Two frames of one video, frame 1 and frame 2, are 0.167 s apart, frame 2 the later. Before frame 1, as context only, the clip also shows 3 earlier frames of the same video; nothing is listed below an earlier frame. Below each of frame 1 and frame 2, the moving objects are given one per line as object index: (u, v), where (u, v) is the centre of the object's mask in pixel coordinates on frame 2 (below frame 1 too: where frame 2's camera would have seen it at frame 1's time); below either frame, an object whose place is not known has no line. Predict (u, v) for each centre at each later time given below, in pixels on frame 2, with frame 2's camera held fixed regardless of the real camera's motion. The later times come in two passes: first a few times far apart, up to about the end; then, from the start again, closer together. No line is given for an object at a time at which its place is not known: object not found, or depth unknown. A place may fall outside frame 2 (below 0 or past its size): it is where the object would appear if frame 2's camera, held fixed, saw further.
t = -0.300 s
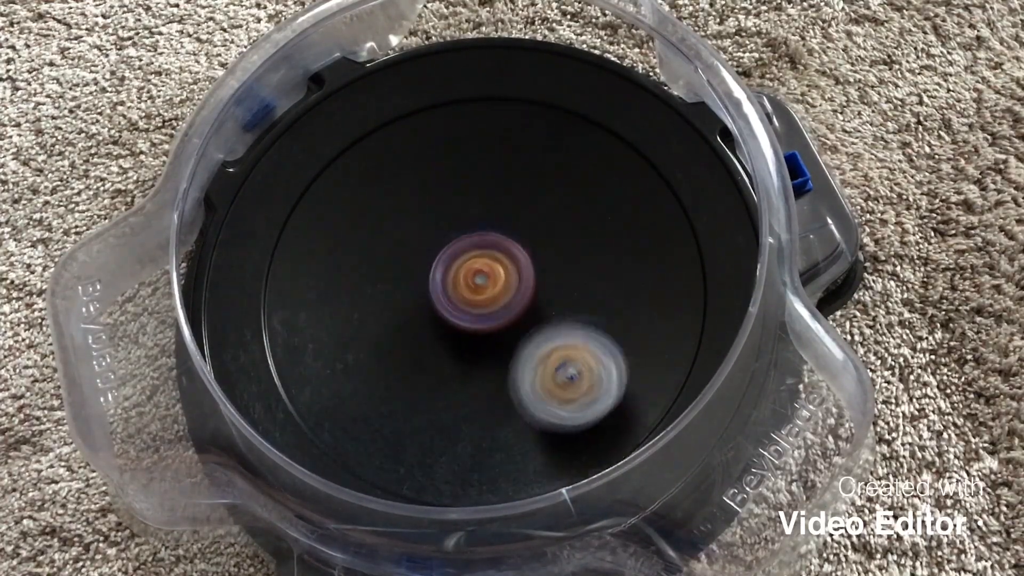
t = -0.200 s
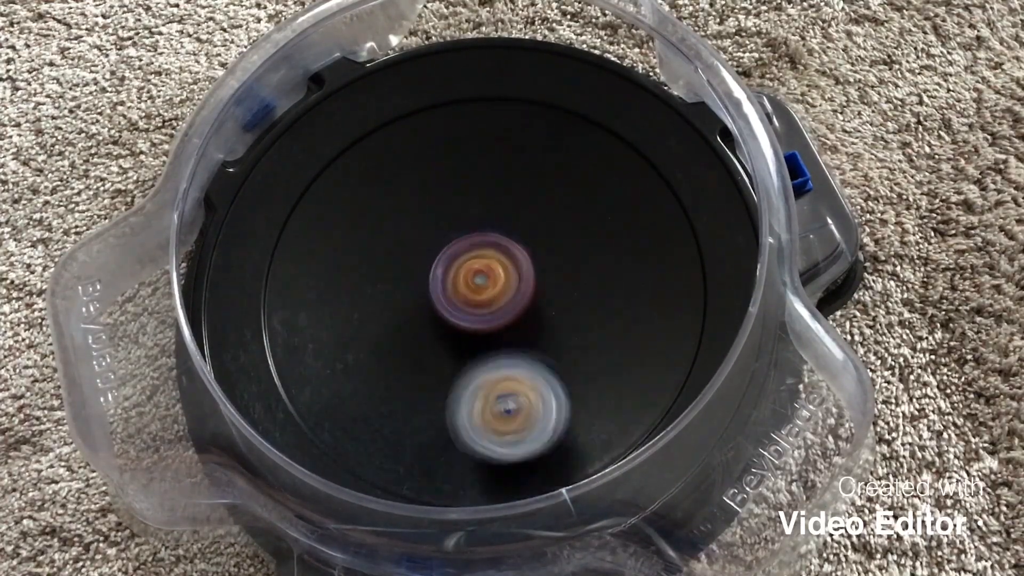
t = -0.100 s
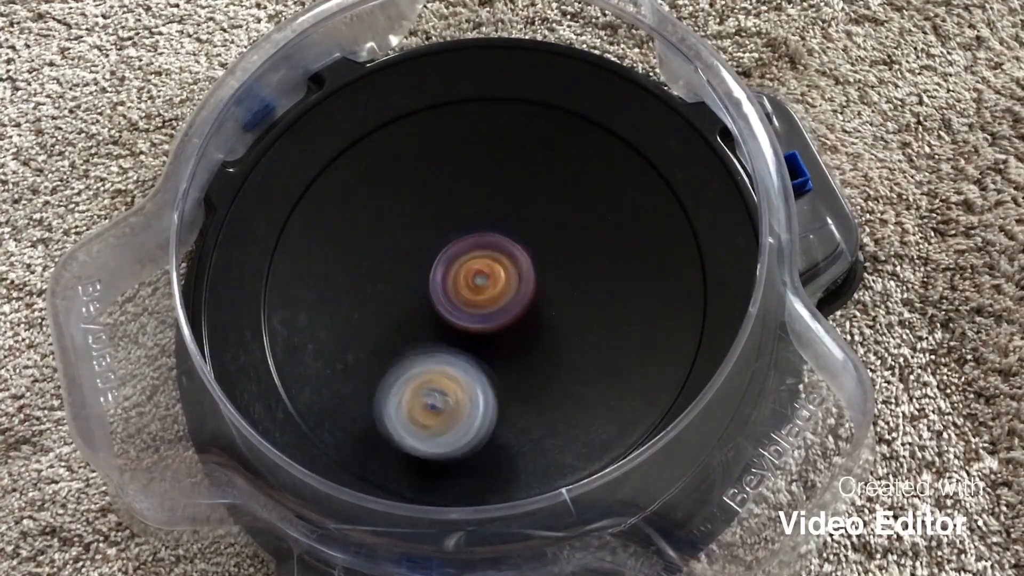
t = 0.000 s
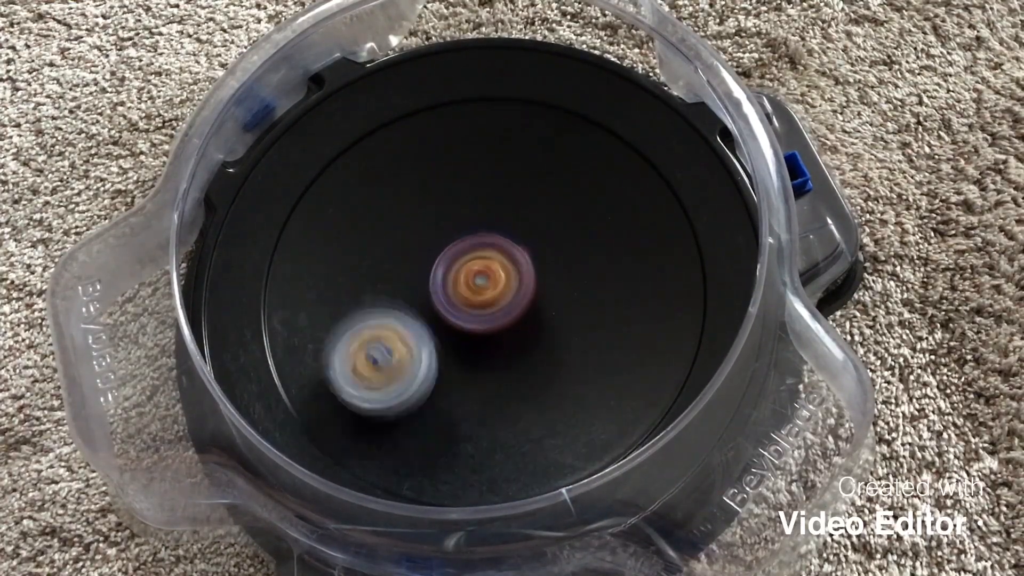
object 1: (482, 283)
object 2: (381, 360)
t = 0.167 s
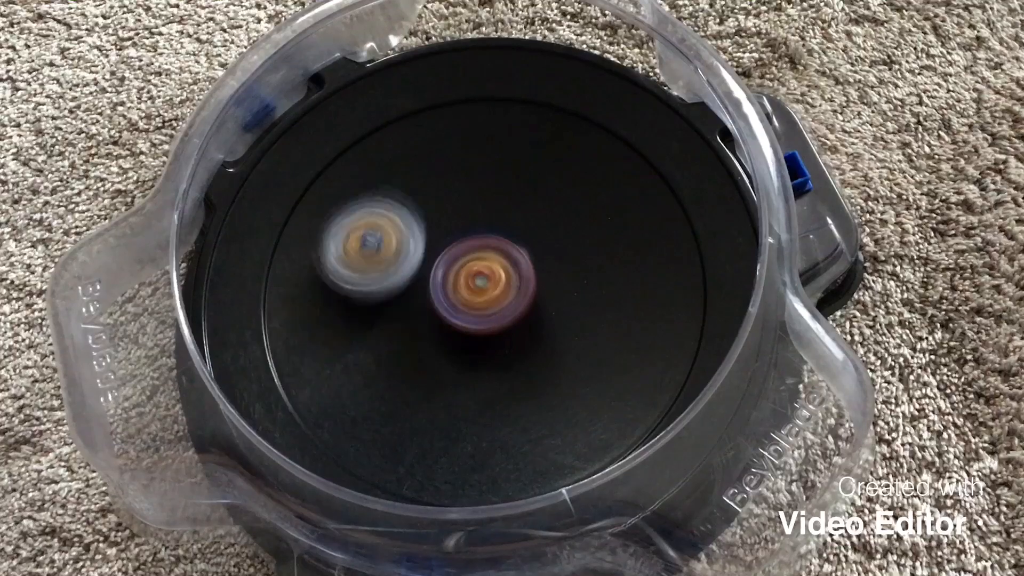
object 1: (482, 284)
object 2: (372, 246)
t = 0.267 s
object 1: (482, 284)
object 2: (413, 192)
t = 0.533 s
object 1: (481, 285)
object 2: (568, 186)
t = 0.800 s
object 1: (479, 286)
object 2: (579, 338)
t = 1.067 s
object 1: (480, 279)
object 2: (402, 380)
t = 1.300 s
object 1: (480, 278)
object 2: (346, 265)
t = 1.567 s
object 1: (488, 307)
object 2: (476, 145)
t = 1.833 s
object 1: (490, 327)
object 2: (599, 168)
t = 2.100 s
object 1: (429, 325)
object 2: (584, 318)
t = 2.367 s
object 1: (326, 358)
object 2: (452, 364)
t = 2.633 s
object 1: (318, 321)
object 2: (493, 302)
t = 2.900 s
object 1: (444, 236)
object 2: (562, 272)
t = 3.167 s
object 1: (477, 135)
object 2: (531, 292)
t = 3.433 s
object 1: (457, 133)
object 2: (460, 281)
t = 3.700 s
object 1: (441, 134)
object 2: (418, 332)
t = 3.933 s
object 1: (488, 210)
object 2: (411, 334)
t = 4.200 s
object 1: (590, 267)
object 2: (382, 401)
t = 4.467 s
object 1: (586, 334)
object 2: (451, 362)
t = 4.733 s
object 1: (672, 303)
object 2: (341, 297)
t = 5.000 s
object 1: (563, 278)
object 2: (409, 206)
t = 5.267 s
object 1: (496, 311)
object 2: (492, 173)
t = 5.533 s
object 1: (475, 308)
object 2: (567, 225)
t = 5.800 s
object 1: (439, 288)
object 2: (580, 310)
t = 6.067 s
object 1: (425, 261)
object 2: (490, 341)
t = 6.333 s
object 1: (459, 134)
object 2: (458, 416)
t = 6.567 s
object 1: (471, 176)
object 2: (458, 381)
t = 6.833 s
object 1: (540, 224)
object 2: (471, 367)
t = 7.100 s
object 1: (544, 237)
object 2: (451, 323)
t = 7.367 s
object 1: (556, 248)
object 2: (395, 315)
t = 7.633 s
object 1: (529, 256)
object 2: (420, 310)
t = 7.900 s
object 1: (532, 250)
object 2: (447, 310)
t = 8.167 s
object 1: (537, 249)
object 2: (467, 314)
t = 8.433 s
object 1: (532, 246)
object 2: (472, 329)
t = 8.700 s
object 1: (532, 245)
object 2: (472, 329)
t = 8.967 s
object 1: (532, 245)
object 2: (472, 329)
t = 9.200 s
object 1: (532, 245)
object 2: (472, 329)
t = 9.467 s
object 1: (532, 245)
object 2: (472, 329)
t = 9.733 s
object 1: (532, 245)
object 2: (472, 329)
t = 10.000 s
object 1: (532, 245)
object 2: (472, 329)
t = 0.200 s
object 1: (482, 284)
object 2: (383, 225)
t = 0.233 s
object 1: (482, 284)
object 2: (396, 208)
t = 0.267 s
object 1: (482, 284)
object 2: (413, 192)
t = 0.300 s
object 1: (482, 285)
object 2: (431, 179)
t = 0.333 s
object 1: (482, 285)
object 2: (451, 170)
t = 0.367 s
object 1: (481, 285)
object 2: (471, 164)
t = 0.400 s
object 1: (482, 285)
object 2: (492, 162)
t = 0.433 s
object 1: (481, 285)
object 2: (513, 162)
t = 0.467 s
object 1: (481, 285)
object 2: (533, 168)
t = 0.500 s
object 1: (481, 285)
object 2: (551, 175)
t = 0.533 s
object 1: (481, 285)
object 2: (568, 186)
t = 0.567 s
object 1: (481, 286)
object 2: (583, 200)
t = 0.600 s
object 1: (480, 285)
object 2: (595, 216)
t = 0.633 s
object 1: (480, 285)
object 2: (603, 235)
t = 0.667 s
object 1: (480, 286)
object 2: (607, 255)
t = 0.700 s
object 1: (480, 286)
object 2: (607, 277)
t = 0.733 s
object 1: (479, 286)
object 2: (602, 299)
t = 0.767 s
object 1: (479, 286)
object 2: (592, 319)
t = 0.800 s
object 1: (479, 286)
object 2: (579, 338)
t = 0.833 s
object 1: (479, 286)
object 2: (562, 355)
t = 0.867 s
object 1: (479, 286)
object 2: (542, 369)
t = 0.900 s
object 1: (479, 286)
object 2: (519, 380)
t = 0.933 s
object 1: (479, 285)
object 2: (494, 388)
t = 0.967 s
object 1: (479, 283)
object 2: (469, 392)
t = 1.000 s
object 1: (479, 282)
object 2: (444, 393)
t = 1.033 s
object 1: (479, 280)
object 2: (423, 387)
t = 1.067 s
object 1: (480, 279)
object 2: (402, 380)
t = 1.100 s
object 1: (480, 279)
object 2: (383, 370)
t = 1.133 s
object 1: (480, 279)
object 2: (369, 356)
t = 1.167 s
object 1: (480, 279)
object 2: (356, 340)
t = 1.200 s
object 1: (480, 279)
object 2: (349, 322)
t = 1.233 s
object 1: (480, 279)
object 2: (344, 303)
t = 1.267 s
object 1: (480, 279)
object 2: (343, 284)
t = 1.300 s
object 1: (480, 278)
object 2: (346, 265)
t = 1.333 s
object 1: (479, 278)
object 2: (354, 246)
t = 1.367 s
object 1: (479, 278)
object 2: (365, 229)
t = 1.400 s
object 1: (479, 278)
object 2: (382, 212)
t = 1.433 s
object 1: (479, 278)
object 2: (401, 199)
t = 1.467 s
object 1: (479, 277)
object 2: (423, 190)
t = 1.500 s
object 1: (480, 278)
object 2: (443, 181)
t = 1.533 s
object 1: (484, 293)
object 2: (459, 162)
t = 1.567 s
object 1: (488, 307)
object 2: (476, 145)
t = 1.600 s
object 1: (490, 317)
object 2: (494, 135)
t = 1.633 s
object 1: (492, 325)
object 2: (511, 129)
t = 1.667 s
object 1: (492, 329)
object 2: (527, 128)
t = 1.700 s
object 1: (492, 331)
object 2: (542, 130)
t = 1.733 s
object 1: (491, 331)
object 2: (558, 134)
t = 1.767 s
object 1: (491, 330)
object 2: (574, 142)
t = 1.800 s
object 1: (490, 329)
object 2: (588, 153)
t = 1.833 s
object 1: (490, 327)
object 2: (599, 168)
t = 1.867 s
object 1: (489, 326)
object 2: (607, 187)
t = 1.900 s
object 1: (489, 323)
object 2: (610, 206)
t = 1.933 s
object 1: (488, 321)
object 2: (609, 229)
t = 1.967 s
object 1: (488, 318)
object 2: (602, 253)
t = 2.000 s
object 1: (487, 316)
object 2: (590, 277)
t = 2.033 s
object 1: (469, 317)
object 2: (591, 291)
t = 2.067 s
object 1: (449, 321)
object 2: (591, 304)
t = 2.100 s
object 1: (429, 325)
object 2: (584, 318)
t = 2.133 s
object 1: (410, 331)
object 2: (574, 331)
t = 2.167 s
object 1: (392, 337)
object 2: (561, 342)
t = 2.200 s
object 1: (375, 343)
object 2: (543, 353)
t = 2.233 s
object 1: (361, 349)
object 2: (522, 362)
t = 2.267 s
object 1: (350, 354)
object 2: (502, 367)
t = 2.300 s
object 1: (342, 359)
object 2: (481, 369)
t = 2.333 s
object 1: (338, 361)
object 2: (458, 368)
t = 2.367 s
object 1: (326, 358)
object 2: (452, 364)
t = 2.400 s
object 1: (310, 353)
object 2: (457, 362)
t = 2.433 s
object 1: (298, 348)
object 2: (461, 356)
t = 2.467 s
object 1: (291, 343)
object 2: (464, 348)
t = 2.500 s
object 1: (289, 339)
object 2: (468, 340)
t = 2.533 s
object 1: (291, 335)
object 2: (472, 330)
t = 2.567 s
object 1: (297, 331)
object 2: (478, 320)
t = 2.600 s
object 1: (306, 326)
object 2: (486, 311)
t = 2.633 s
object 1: (318, 321)
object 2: (493, 302)
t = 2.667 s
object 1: (332, 316)
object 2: (502, 295)
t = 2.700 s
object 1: (348, 310)
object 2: (512, 288)
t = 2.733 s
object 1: (365, 302)
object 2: (522, 282)
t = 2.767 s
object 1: (382, 293)
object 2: (531, 277)
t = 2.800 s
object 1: (400, 281)
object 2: (540, 273)
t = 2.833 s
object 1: (416, 267)
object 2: (549, 271)
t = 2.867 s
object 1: (430, 252)
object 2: (556, 271)
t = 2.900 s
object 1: (444, 236)
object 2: (562, 272)
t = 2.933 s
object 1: (456, 219)
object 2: (566, 274)
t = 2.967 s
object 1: (466, 203)
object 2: (566, 277)
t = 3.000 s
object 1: (474, 186)
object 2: (567, 281)
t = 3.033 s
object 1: (479, 171)
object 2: (564, 284)
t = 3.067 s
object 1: (481, 158)
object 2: (558, 288)
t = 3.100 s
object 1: (482, 148)
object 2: (551, 290)
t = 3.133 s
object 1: (480, 140)
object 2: (541, 292)
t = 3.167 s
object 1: (477, 135)
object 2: (531, 292)
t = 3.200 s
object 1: (473, 131)
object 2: (521, 291)
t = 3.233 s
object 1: (467, 130)
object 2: (510, 289)
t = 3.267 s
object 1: (464, 132)
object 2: (497, 284)
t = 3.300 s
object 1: (462, 137)
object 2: (486, 278)
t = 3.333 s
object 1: (461, 145)
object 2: (476, 270)
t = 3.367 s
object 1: (461, 153)
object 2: (468, 262)
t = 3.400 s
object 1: (461, 150)
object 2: (463, 263)
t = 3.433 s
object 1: (457, 133)
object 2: (460, 281)
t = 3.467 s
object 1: (454, 122)
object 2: (457, 295)
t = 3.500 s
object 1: (451, 112)
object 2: (455, 309)
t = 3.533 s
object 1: (447, 108)
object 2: (451, 318)
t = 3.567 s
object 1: (443, 106)
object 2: (445, 327)
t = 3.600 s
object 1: (441, 110)
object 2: (438, 330)
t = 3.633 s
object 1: (440, 116)
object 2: (431, 333)
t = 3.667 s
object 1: (441, 124)
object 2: (425, 334)
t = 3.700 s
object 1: (441, 134)
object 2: (418, 332)
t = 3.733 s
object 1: (443, 148)
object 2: (413, 328)
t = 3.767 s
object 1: (445, 162)
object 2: (412, 324)
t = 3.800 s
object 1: (449, 178)
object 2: (410, 318)
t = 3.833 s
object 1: (451, 194)
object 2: (414, 310)
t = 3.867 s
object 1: (455, 209)
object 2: (418, 305)
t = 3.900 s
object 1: (467, 212)
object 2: (418, 315)
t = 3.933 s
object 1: (488, 210)
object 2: (411, 334)
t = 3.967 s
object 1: (505, 211)
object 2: (405, 348)
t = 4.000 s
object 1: (519, 216)
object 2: (398, 361)
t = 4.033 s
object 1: (535, 224)
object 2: (396, 371)
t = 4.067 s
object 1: (549, 230)
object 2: (390, 379)
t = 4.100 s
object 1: (560, 239)
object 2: (388, 387)
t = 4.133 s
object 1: (572, 249)
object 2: (386, 393)
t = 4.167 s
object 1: (583, 257)
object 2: (383, 398)
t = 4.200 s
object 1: (590, 267)
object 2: (382, 401)
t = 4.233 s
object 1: (595, 277)
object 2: (383, 401)
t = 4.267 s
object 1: (600, 285)
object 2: (387, 401)
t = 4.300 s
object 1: (602, 295)
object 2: (392, 397)
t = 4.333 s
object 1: (602, 304)
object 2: (400, 391)
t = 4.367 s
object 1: (600, 311)
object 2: (410, 386)
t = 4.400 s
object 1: (597, 319)
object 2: (422, 378)
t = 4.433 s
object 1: (591, 328)
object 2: (434, 370)
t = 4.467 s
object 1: (586, 334)
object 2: (451, 362)
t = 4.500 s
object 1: (581, 339)
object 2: (464, 353)
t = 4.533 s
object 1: (610, 337)
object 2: (441, 354)
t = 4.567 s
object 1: (640, 329)
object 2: (408, 349)
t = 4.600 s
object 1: (661, 321)
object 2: (383, 344)
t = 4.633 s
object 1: (673, 314)
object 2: (365, 333)
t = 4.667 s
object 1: (678, 307)
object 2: (354, 322)
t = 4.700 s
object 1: (676, 305)
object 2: (345, 309)
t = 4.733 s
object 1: (672, 303)
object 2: (341, 297)
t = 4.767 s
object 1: (665, 299)
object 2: (340, 282)
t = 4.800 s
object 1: (656, 298)
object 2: (342, 267)
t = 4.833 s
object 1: (645, 295)
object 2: (346, 255)
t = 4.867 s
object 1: (632, 292)
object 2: (353, 241)
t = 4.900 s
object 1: (617, 291)
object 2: (364, 230)
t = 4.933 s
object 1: (601, 288)
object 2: (378, 220)
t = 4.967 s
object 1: (581, 282)
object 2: (393, 210)
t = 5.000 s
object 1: (563, 278)
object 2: (409, 206)
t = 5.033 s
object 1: (543, 274)
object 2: (426, 203)
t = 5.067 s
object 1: (523, 271)
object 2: (443, 201)
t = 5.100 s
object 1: (515, 275)
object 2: (452, 194)
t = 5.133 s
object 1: (509, 284)
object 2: (459, 185)
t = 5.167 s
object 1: (505, 296)
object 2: (465, 178)
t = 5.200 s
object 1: (502, 303)
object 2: (472, 174)
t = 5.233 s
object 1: (498, 308)
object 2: (482, 173)
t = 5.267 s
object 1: (496, 311)
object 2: (492, 173)
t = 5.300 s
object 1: (494, 311)
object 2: (503, 173)
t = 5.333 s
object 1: (492, 311)
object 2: (514, 177)
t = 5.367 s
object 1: (490, 309)
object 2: (525, 181)
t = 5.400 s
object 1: (489, 308)
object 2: (535, 190)
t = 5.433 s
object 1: (489, 306)
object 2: (542, 200)
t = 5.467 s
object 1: (488, 304)
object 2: (550, 212)
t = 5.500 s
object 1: (485, 305)
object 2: (555, 221)
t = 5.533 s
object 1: (475, 308)
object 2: (567, 225)
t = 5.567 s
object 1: (466, 310)
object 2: (575, 231)
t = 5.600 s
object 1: (463, 309)
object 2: (581, 241)
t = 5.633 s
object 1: (462, 307)
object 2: (583, 254)
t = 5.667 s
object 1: (464, 306)
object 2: (584, 266)
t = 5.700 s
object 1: (465, 303)
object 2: (581, 279)
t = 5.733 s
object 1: (466, 301)
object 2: (577, 291)
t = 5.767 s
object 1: (454, 292)
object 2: (578, 302)
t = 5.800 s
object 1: (439, 288)
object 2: (580, 310)
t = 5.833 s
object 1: (428, 282)
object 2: (578, 317)
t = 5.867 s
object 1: (418, 278)
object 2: (570, 324)
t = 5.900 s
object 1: (414, 273)
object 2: (561, 330)
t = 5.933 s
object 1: (413, 271)
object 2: (548, 336)
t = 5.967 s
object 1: (415, 268)
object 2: (535, 339)
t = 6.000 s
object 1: (417, 265)
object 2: (520, 341)
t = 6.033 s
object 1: (422, 263)
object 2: (506, 342)
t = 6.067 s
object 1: (425, 261)
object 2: (490, 341)
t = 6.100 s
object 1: (430, 254)
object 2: (478, 339)
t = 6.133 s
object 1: (432, 228)
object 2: (472, 355)
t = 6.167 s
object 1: (437, 200)
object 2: (470, 381)
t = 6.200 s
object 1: (442, 177)
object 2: (466, 393)
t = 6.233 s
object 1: (449, 159)
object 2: (464, 405)
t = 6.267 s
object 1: (455, 145)
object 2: (461, 412)
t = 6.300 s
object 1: (458, 136)
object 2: (461, 415)
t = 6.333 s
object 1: (459, 134)
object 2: (458, 416)
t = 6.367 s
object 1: (464, 132)
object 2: (457, 416)
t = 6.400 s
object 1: (464, 138)
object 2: (455, 415)
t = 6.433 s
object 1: (463, 143)
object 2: (453, 413)
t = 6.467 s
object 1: (464, 150)
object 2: (452, 409)
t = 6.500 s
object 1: (465, 157)
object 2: (452, 401)
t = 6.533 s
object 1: (467, 166)
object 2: (455, 392)
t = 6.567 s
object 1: (471, 176)
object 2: (458, 381)
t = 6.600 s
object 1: (476, 188)
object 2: (462, 370)
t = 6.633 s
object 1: (480, 203)
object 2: (467, 359)
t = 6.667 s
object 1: (485, 216)
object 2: (472, 347)
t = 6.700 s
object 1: (495, 231)
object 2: (476, 336)
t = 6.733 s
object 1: (508, 240)
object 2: (479, 329)
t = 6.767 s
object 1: (519, 233)
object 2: (478, 347)
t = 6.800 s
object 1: (533, 228)
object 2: (473, 362)
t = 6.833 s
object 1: (540, 224)
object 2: (471, 367)
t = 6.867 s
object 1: (548, 220)
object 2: (469, 369)
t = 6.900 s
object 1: (552, 223)
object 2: (469, 367)
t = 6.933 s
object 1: (552, 224)
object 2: (463, 364)
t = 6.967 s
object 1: (553, 225)
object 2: (459, 360)
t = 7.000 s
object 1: (551, 228)
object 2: (454, 351)
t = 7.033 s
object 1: (549, 229)
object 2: (452, 342)
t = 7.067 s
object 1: (549, 231)
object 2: (452, 333)
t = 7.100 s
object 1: (544, 237)
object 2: (451, 323)
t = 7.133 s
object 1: (542, 241)
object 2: (450, 313)
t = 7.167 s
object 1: (539, 244)
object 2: (451, 303)
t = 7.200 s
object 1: (539, 248)
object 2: (445, 298)
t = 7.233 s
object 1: (549, 243)
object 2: (432, 306)
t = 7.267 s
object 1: (558, 238)
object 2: (417, 307)
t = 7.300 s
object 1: (563, 241)
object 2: (407, 313)
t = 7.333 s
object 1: (561, 245)
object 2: (401, 317)
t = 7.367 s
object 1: (556, 248)
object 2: (395, 315)
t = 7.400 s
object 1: (548, 249)
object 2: (393, 316)
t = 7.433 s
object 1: (542, 247)
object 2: (395, 319)
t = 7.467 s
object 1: (539, 246)
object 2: (396, 317)
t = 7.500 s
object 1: (535, 246)
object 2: (402, 315)
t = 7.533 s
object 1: (532, 247)
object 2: (403, 315)
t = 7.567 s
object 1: (531, 250)
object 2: (411, 314)
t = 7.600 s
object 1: (529, 253)
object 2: (416, 314)
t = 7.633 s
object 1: (529, 256)
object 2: (420, 310)
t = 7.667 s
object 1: (528, 258)
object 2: (428, 310)
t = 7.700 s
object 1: (528, 260)
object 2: (431, 306)
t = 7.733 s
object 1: (530, 257)
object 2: (437, 303)
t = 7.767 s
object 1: (532, 255)
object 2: (442, 306)
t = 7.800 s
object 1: (535, 250)
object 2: (450, 305)
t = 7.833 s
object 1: (536, 248)
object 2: (445, 308)
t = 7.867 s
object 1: (533, 249)
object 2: (446, 309)
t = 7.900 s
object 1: (532, 250)
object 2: (447, 310)
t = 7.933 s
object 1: (533, 250)
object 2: (450, 314)
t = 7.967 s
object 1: (537, 249)
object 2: (455, 314)
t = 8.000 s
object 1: (536, 250)
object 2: (458, 314)
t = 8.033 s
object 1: (537, 249)
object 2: (460, 314)
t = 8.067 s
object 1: (537, 248)
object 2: (460, 315)
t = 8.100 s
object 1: (537, 248)
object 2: (462, 319)
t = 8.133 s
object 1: (537, 249)
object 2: (466, 319)
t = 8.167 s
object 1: (537, 249)
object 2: (467, 314)
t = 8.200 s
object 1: (537, 248)
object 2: (466, 314)
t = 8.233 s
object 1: (537, 247)
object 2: (468, 317)
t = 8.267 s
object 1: (538, 243)
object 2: (469, 323)
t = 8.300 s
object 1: (535, 242)
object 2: (470, 328)
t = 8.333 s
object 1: (533, 243)
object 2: (471, 330)
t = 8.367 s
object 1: (533, 245)
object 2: (471, 331)
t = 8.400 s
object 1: (532, 245)
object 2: (471, 330)
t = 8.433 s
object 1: (532, 246)
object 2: (472, 329)
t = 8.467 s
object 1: (532, 245)
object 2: (472, 329)
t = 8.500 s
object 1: (533, 245)
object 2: (472, 329)
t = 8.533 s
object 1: (532, 245)
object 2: (472, 329)
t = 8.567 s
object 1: (532, 245)
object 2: (472, 329)
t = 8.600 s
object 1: (532, 245)
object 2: (472, 329)
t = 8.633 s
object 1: (532, 245)
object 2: (472, 329)
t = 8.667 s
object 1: (532, 245)
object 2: (472, 329)
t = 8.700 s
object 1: (532, 245)
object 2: (472, 329)
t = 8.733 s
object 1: (532, 245)
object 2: (472, 329)
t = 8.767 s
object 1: (532, 245)
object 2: (472, 329)
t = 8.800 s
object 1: (532, 245)
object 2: (472, 329)
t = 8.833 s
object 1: (532, 245)
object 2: (472, 329)
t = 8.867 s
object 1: (532, 245)
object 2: (472, 329)
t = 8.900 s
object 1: (532, 245)
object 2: (472, 329)
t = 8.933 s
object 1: (532, 245)
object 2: (472, 329)
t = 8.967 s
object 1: (532, 245)
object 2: (472, 329)
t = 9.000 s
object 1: (532, 245)
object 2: (472, 329)
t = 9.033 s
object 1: (532, 245)
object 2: (472, 329)
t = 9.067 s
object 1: (532, 245)
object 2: (472, 329)
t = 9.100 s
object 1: (532, 245)
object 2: (472, 329)
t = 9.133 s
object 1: (532, 245)
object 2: (472, 329)
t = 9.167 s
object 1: (532, 245)
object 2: (472, 329)
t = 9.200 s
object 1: (532, 245)
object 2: (472, 329)
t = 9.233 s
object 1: (532, 245)
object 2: (472, 329)
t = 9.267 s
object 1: (532, 245)
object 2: (472, 329)
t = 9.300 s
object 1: (532, 245)
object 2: (472, 329)
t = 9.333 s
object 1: (532, 245)
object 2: (472, 329)
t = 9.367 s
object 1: (532, 245)
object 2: (472, 329)
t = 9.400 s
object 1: (532, 245)
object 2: (472, 329)
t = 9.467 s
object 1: (532, 245)
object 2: (472, 329)
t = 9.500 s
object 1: (532, 245)
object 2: (472, 329)
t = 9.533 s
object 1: (532, 245)
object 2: (472, 329)
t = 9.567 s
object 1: (532, 245)
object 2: (472, 329)
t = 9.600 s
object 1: (532, 245)
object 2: (472, 329)
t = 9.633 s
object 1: (532, 245)
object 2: (472, 329)
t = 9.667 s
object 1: (532, 245)
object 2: (472, 329)
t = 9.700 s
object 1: (532, 245)
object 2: (472, 329)
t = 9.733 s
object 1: (532, 245)
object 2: (472, 329)
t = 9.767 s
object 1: (532, 245)
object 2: (472, 329)
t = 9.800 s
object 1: (532, 245)
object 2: (472, 329)
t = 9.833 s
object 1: (532, 245)
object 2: (472, 329)
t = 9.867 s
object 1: (532, 245)
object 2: (472, 329)
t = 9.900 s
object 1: (532, 245)
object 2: (472, 329)
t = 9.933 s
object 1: (532, 245)
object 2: (472, 329)
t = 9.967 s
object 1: (532, 245)
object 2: (472, 329)
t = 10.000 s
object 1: (532, 245)
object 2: (472, 329)
